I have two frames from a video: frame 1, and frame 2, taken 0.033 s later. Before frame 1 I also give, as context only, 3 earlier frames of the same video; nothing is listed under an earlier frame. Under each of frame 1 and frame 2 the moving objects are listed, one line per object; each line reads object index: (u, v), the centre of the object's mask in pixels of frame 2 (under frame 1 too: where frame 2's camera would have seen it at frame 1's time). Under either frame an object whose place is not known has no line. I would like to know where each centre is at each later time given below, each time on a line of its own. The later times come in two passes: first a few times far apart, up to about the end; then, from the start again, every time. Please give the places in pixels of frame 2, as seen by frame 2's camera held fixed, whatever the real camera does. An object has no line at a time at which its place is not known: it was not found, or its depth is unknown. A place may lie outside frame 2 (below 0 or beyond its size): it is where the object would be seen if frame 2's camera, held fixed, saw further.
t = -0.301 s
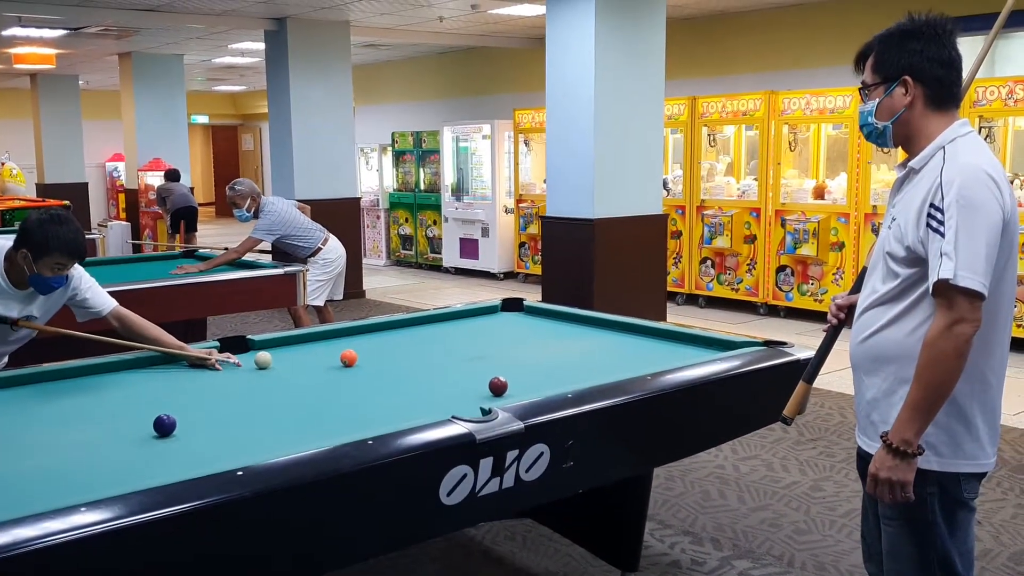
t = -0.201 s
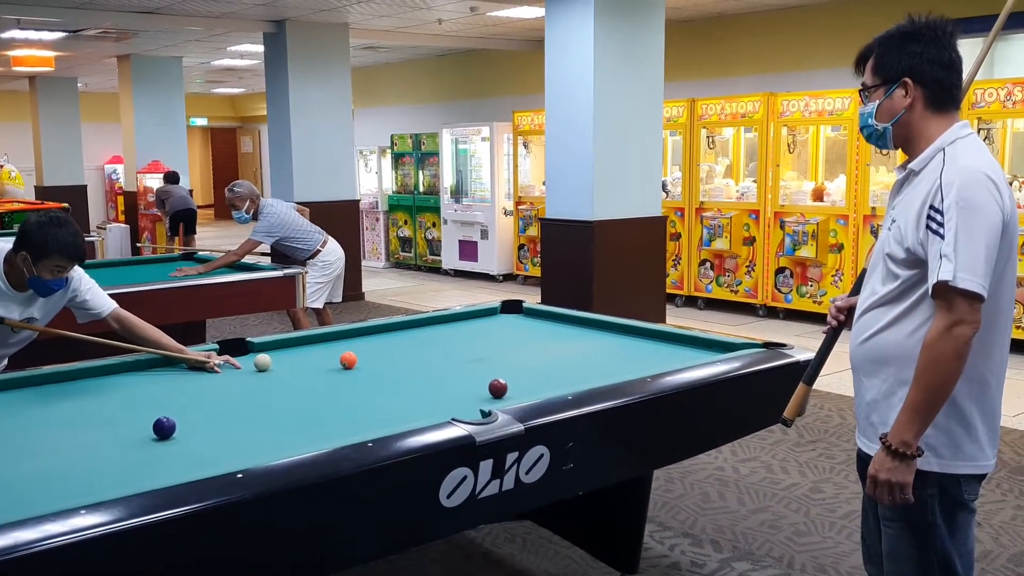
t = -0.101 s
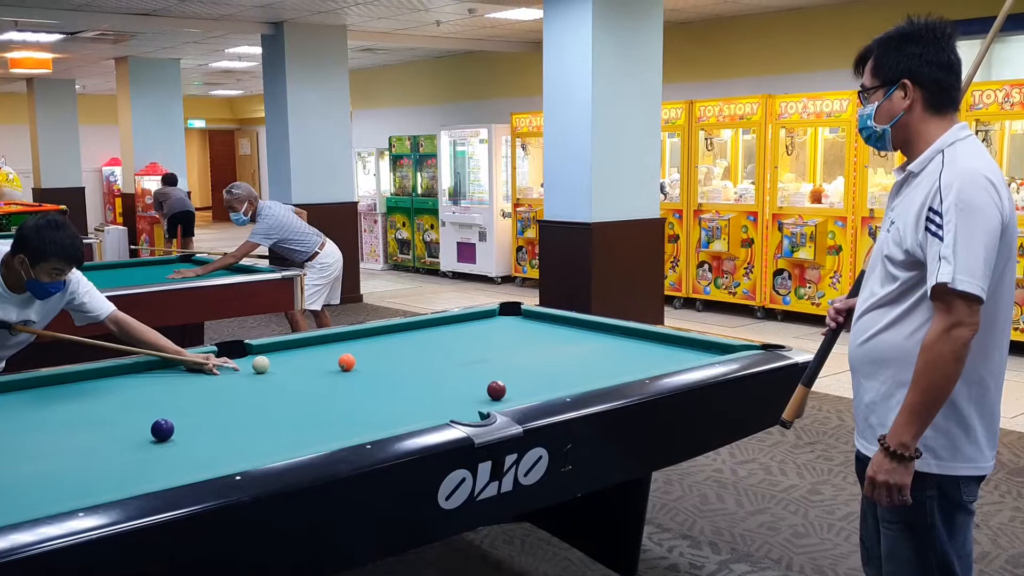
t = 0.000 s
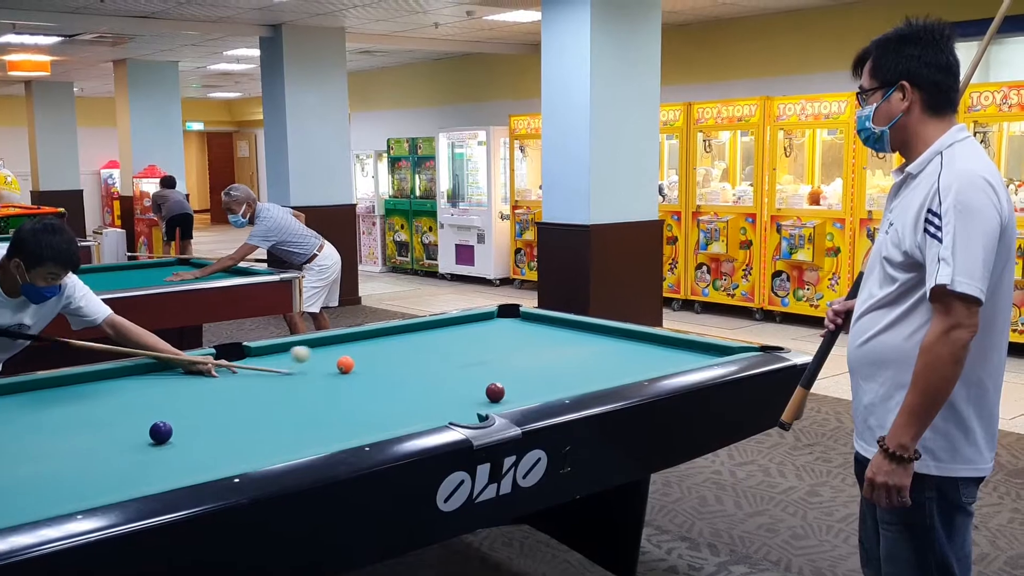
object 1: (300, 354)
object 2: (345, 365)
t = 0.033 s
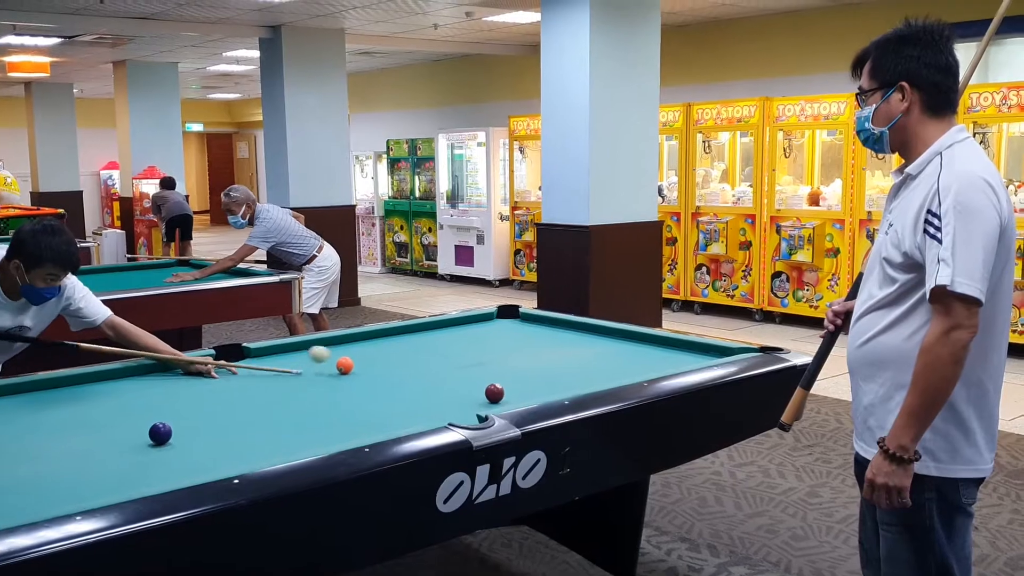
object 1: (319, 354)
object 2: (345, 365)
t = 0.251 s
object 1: (370, 367)
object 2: (401, 361)
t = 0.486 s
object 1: (398, 373)
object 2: (465, 357)
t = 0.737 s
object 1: (427, 376)
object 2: (530, 352)
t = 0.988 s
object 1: (456, 379)
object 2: (591, 349)
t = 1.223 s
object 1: (482, 381)
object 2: (645, 345)
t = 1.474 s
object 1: (510, 384)
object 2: (679, 345)
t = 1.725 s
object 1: (536, 387)
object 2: (674, 350)
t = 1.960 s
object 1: (559, 388)
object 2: (669, 355)
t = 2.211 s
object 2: (664, 360)
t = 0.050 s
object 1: (329, 354)
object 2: (345, 365)
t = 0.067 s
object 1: (334, 353)
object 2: (349, 363)
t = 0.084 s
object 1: (337, 352)
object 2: (353, 362)
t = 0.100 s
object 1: (340, 351)
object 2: (358, 361)
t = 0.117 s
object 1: (344, 351)
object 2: (363, 361)
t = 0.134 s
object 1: (347, 351)
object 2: (367, 363)
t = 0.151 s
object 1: (351, 353)
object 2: (372, 363)
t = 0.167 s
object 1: (355, 356)
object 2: (377, 362)
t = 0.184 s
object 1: (358, 359)
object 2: (382, 362)
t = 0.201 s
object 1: (362, 363)
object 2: (387, 362)
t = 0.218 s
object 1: (366, 368)
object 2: (392, 362)
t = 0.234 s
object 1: (368, 368)
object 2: (397, 361)
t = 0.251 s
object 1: (370, 367)
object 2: (401, 361)
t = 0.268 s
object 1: (372, 367)
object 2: (406, 361)
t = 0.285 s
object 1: (375, 367)
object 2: (411, 360)
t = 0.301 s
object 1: (377, 369)
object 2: (415, 360)
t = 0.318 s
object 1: (379, 370)
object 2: (420, 360)
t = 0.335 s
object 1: (381, 370)
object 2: (425, 359)
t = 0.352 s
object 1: (382, 371)
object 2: (429, 359)
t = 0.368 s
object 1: (385, 371)
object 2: (434, 359)
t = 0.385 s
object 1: (387, 371)
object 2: (439, 358)
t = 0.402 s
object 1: (388, 372)
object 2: (443, 358)
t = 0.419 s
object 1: (390, 372)
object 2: (448, 358)
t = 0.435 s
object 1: (393, 372)
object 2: (452, 357)
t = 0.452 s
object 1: (394, 372)
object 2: (457, 357)
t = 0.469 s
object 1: (396, 372)
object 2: (461, 357)
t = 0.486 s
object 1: (398, 373)
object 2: (465, 357)
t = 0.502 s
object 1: (400, 373)
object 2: (470, 356)
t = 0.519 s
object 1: (402, 373)
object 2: (474, 356)
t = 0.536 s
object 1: (404, 373)
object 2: (478, 356)
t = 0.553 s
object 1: (406, 374)
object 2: (483, 355)
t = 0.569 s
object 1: (408, 374)
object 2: (487, 355)
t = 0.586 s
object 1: (410, 374)
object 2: (492, 355)
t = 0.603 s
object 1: (412, 374)
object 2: (496, 354)
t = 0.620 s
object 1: (414, 374)
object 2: (500, 354)
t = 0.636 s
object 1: (416, 375)
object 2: (505, 354)
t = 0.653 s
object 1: (418, 375)
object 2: (509, 353)
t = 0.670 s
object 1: (420, 375)
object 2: (513, 353)
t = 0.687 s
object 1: (421, 375)
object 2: (517, 353)
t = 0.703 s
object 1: (424, 375)
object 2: (521, 353)
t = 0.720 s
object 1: (425, 376)
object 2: (526, 353)
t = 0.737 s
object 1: (427, 376)
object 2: (530, 352)
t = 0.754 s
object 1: (429, 376)
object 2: (534, 352)
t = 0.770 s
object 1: (432, 376)
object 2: (538, 352)
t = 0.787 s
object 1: (433, 377)
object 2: (542, 352)
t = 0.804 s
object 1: (435, 377)
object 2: (547, 351)
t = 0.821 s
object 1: (437, 377)
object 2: (550, 351)
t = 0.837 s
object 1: (439, 377)
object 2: (555, 351)
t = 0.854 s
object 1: (441, 377)
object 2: (559, 351)
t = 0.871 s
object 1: (443, 378)
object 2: (563, 350)
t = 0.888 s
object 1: (445, 378)
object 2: (567, 350)
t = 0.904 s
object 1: (447, 378)
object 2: (571, 350)
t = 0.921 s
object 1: (449, 378)
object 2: (575, 349)
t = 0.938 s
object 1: (451, 378)
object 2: (579, 349)
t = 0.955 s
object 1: (452, 379)
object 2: (583, 349)
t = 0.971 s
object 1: (454, 379)
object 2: (587, 349)
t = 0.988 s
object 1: (456, 379)
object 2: (591, 349)
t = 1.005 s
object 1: (458, 379)
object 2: (595, 349)
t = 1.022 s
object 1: (460, 379)
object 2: (599, 348)
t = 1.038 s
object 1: (462, 380)
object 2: (603, 348)
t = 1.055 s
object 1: (464, 380)
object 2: (607, 348)
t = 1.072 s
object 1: (466, 380)
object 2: (611, 347)
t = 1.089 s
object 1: (468, 380)
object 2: (614, 347)
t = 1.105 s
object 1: (469, 380)
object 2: (618, 347)
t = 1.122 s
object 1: (471, 381)
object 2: (622, 347)
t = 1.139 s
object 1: (473, 381)
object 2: (626, 346)
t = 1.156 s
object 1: (475, 381)
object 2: (630, 346)
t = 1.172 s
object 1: (477, 381)
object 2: (634, 346)
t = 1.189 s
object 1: (478, 381)
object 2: (638, 346)
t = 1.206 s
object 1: (481, 382)
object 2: (641, 345)
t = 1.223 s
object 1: (482, 381)
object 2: (645, 345)
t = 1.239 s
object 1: (483, 381)
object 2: (649, 345)
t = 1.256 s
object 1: (485, 381)
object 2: (653, 345)
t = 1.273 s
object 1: (488, 381)
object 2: (656, 344)
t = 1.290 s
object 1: (489, 380)
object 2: (660, 344)
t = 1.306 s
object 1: (490, 380)
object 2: (664, 344)
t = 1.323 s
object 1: (492, 380)
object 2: (667, 344)
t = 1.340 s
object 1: (495, 379)
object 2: (671, 344)
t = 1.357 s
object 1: (500, 380)
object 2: (674, 344)
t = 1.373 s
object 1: (501, 381)
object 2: (678, 344)
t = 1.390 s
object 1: (502, 381)
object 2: (680, 344)
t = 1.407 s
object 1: (504, 382)
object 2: (680, 344)
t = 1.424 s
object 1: (506, 382)
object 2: (680, 344)
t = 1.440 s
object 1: (507, 383)
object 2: (679, 345)
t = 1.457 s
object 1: (509, 384)
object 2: (679, 345)
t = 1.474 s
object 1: (510, 384)
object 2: (679, 345)
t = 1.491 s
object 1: (511, 385)
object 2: (678, 345)
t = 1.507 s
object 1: (512, 385)
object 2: (678, 345)
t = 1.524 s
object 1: (515, 385)
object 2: (678, 346)
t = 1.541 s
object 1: (516, 385)
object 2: (677, 346)
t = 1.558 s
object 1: (518, 385)
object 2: (677, 347)
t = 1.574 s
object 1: (520, 386)
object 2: (677, 347)
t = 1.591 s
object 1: (522, 386)
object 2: (676, 347)
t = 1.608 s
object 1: (523, 386)
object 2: (676, 347)
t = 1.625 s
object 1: (526, 386)
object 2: (676, 348)
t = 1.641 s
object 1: (527, 387)
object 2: (675, 348)
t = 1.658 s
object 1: (529, 387)
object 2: (675, 348)
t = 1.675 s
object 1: (531, 387)
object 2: (675, 349)
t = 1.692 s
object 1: (532, 387)
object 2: (675, 349)
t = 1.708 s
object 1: (534, 387)
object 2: (674, 349)
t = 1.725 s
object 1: (536, 387)
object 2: (674, 350)
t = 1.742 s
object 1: (538, 388)
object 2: (673, 350)
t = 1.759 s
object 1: (539, 388)
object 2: (673, 350)
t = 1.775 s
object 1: (541, 388)
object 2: (673, 351)
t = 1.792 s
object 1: (543, 388)
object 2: (673, 351)
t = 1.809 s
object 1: (544, 388)
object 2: (672, 351)
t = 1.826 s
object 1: (546, 388)
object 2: (672, 352)
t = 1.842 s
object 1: (547, 388)
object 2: (672, 352)
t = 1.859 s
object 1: (549, 388)
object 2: (671, 352)
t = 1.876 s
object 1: (550, 388)
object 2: (671, 353)
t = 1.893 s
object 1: (552, 388)
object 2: (671, 353)
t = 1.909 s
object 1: (553, 388)
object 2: (670, 353)
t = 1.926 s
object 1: (556, 388)
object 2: (670, 354)
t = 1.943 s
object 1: (557, 388)
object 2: (670, 354)
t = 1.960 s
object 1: (559, 388)
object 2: (669, 355)
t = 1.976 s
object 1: (560, 388)
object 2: (669, 355)
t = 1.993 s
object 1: (561, 387)
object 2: (669, 355)
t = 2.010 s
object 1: (563, 387)
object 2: (668, 355)
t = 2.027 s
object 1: (563, 387)
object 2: (668, 356)
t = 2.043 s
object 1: (566, 387)
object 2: (667, 356)
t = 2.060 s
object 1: (567, 387)
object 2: (667, 357)
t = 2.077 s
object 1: (569, 387)
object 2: (667, 357)
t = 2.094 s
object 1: (571, 387)
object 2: (667, 357)
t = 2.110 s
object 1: (573, 387)
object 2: (666, 358)
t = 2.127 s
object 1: (574, 387)
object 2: (666, 358)
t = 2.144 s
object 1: (575, 387)
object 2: (666, 358)
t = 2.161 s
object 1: (575, 387)
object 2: (665, 359)
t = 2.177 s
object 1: (575, 387)
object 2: (665, 359)
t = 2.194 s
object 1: (575, 387)
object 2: (665, 359)
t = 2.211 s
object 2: (664, 360)
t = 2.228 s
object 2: (664, 360)
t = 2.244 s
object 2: (664, 360)
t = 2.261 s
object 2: (664, 360)
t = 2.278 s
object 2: (663, 361)
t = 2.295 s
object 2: (663, 361)
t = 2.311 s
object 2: (663, 361)
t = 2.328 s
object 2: (662, 362)
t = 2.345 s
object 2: (662, 362)
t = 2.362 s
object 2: (662, 362)
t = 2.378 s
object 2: (662, 363)
